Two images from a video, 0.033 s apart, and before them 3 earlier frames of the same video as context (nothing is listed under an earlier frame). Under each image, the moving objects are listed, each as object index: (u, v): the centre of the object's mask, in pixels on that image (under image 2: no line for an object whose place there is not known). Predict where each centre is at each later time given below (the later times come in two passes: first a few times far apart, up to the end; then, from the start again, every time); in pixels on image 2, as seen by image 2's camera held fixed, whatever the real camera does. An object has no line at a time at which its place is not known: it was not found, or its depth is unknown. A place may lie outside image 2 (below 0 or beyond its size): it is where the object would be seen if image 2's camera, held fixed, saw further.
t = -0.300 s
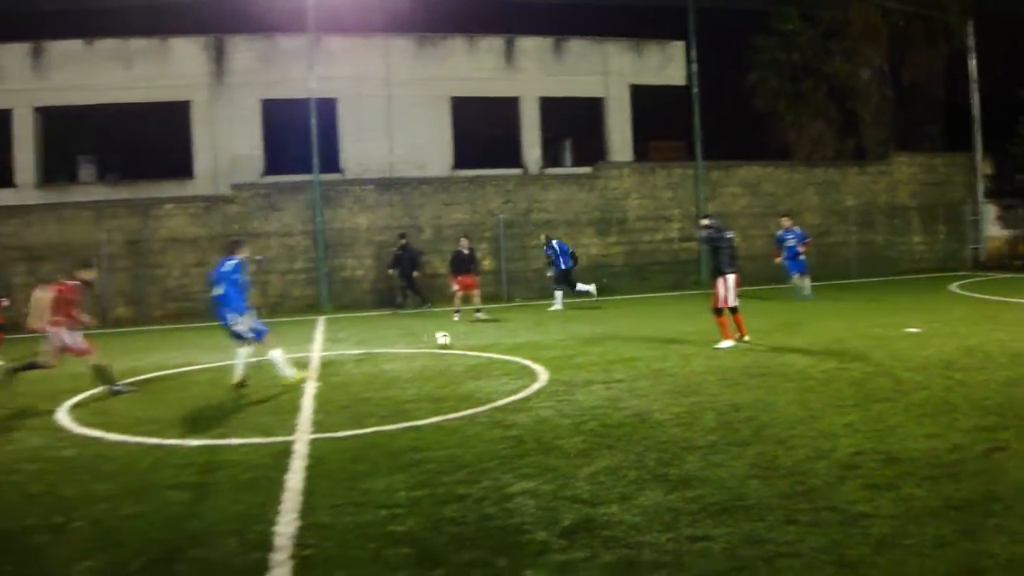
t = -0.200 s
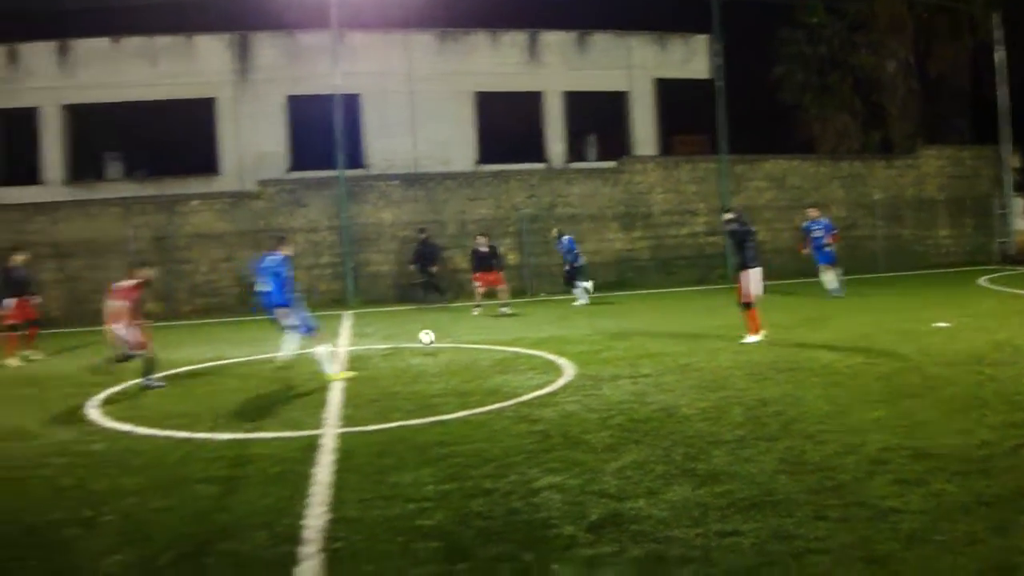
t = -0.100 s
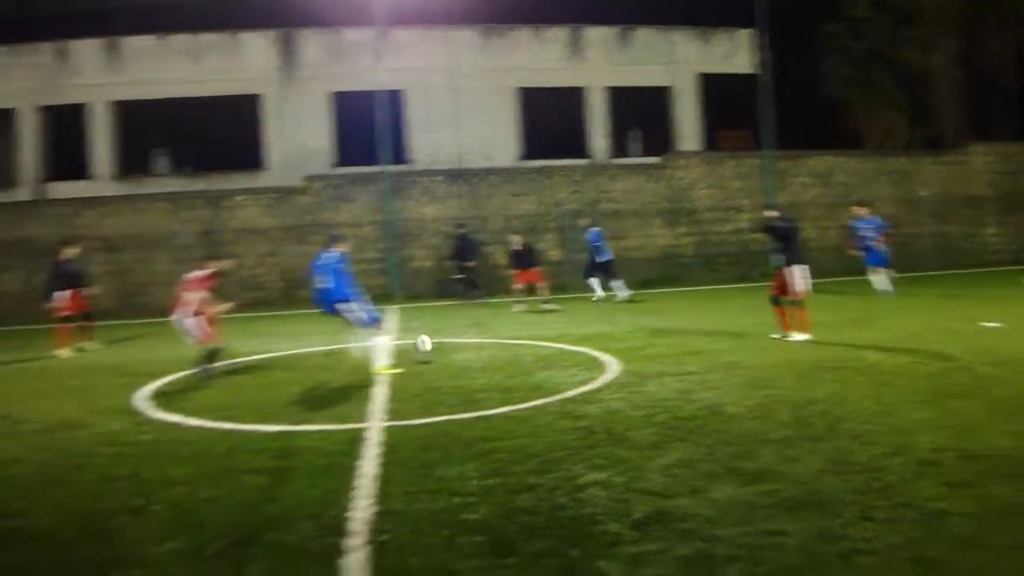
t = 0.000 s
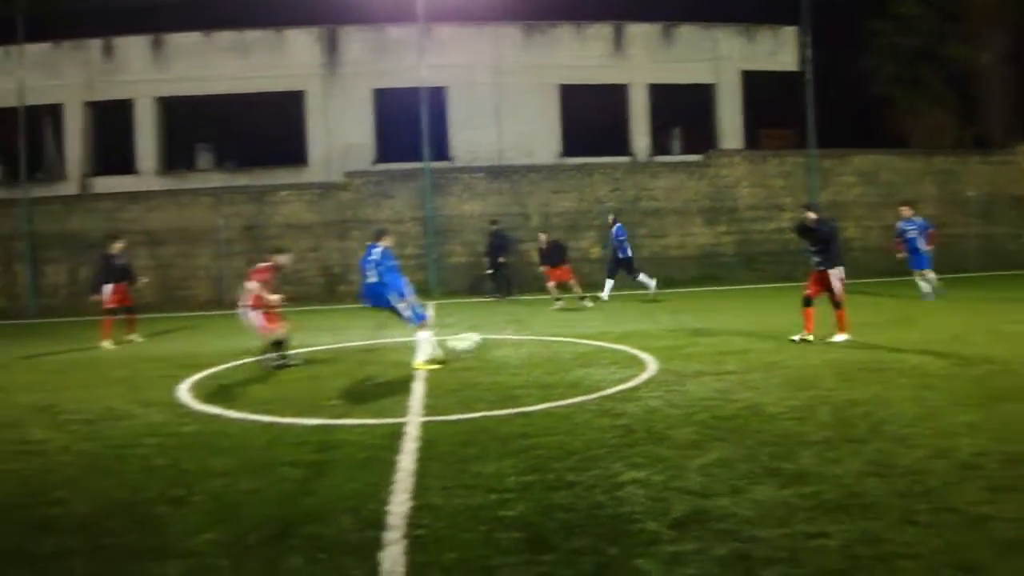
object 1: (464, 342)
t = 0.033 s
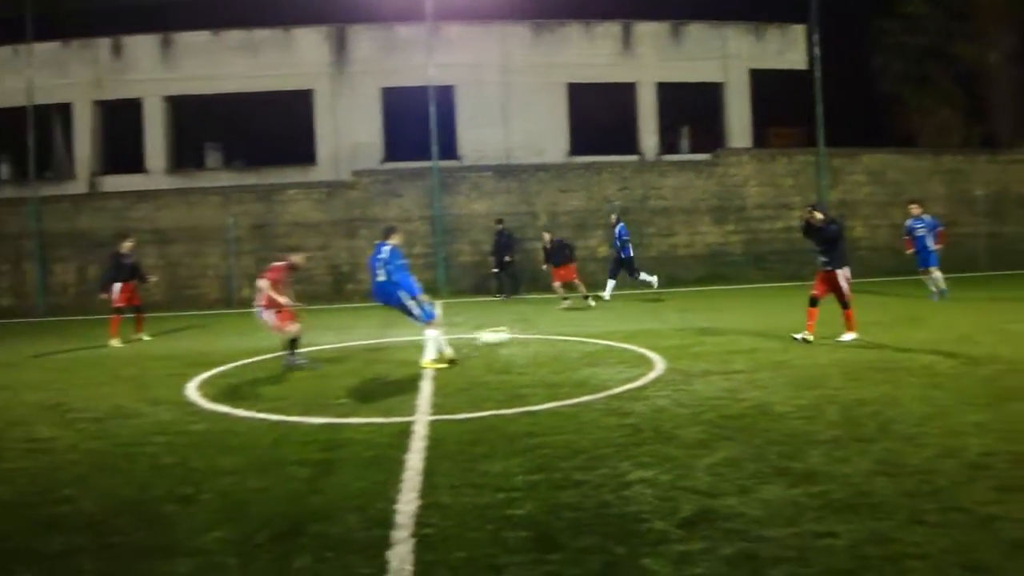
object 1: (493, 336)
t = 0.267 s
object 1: (666, 336)
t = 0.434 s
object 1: (820, 375)
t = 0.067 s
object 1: (516, 332)
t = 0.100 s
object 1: (539, 329)
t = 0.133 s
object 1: (562, 329)
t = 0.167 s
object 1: (588, 329)
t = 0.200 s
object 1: (611, 329)
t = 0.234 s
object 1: (638, 331)
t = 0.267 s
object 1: (666, 336)
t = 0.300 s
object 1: (693, 341)
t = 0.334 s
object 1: (723, 346)
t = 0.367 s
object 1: (754, 354)
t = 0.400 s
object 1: (785, 363)
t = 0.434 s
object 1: (820, 375)
